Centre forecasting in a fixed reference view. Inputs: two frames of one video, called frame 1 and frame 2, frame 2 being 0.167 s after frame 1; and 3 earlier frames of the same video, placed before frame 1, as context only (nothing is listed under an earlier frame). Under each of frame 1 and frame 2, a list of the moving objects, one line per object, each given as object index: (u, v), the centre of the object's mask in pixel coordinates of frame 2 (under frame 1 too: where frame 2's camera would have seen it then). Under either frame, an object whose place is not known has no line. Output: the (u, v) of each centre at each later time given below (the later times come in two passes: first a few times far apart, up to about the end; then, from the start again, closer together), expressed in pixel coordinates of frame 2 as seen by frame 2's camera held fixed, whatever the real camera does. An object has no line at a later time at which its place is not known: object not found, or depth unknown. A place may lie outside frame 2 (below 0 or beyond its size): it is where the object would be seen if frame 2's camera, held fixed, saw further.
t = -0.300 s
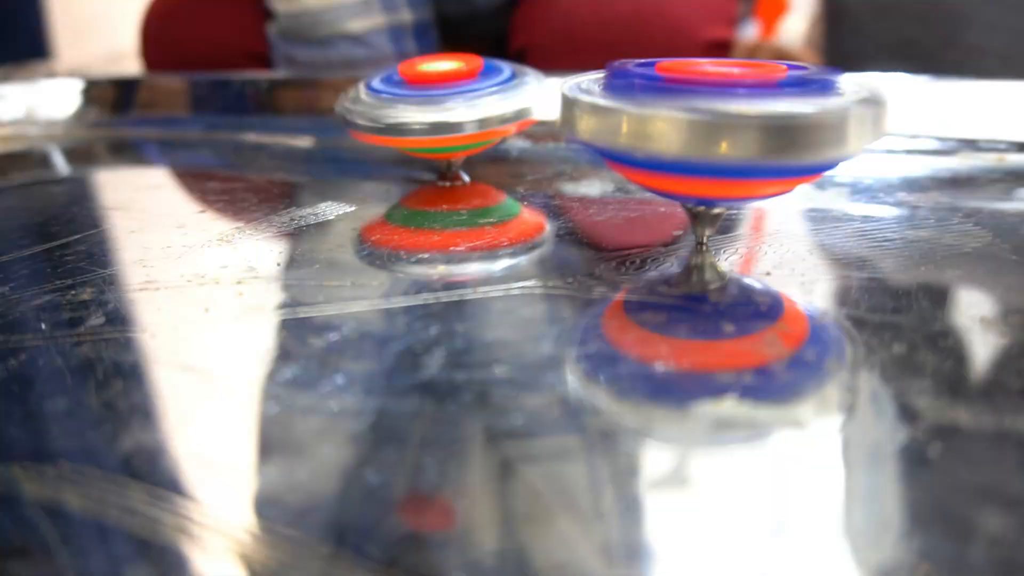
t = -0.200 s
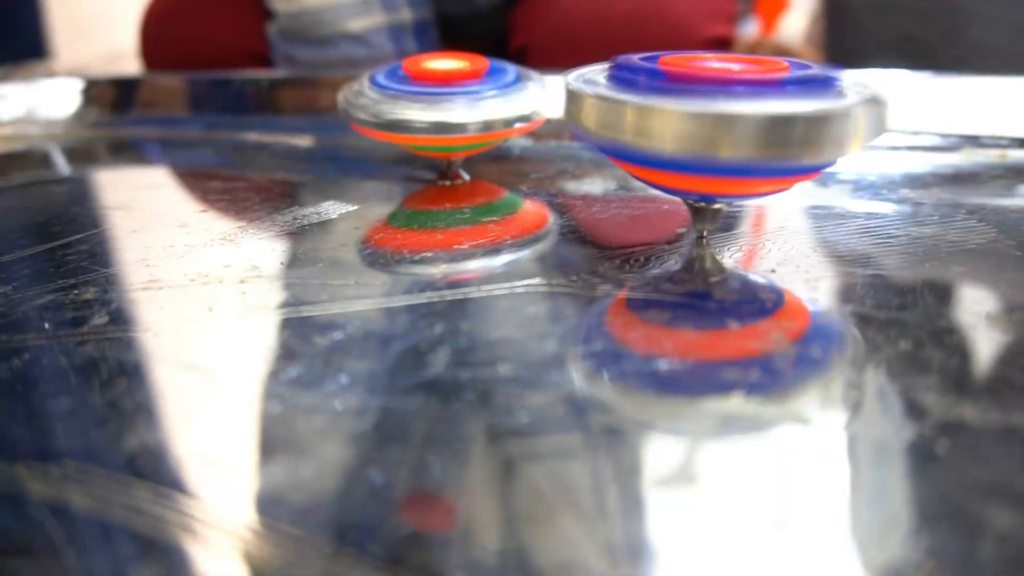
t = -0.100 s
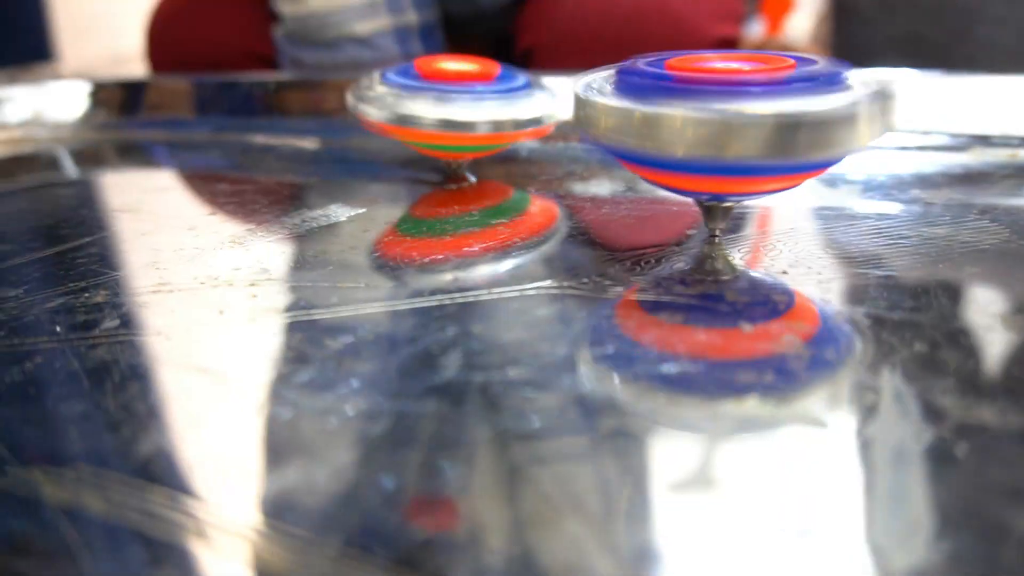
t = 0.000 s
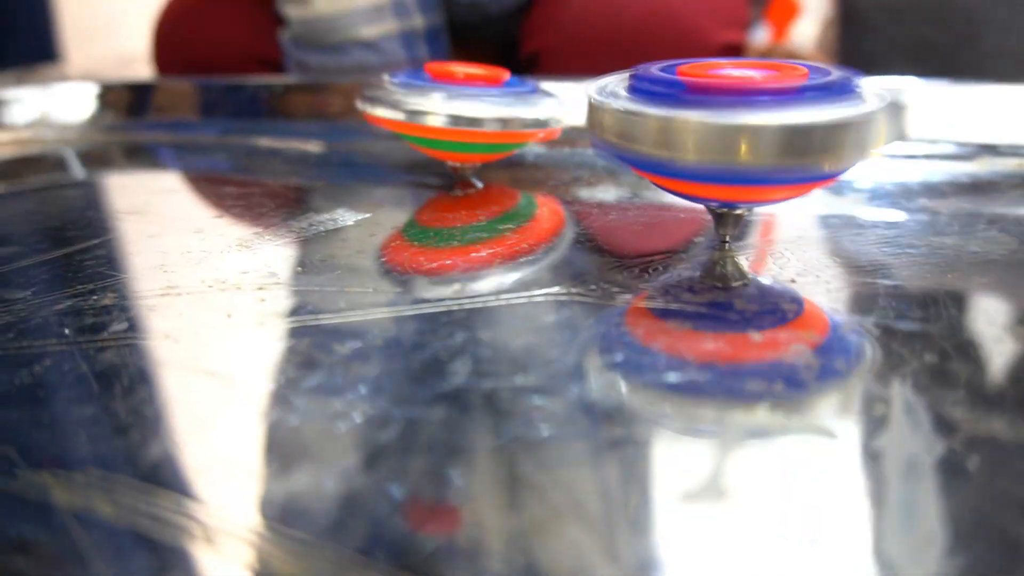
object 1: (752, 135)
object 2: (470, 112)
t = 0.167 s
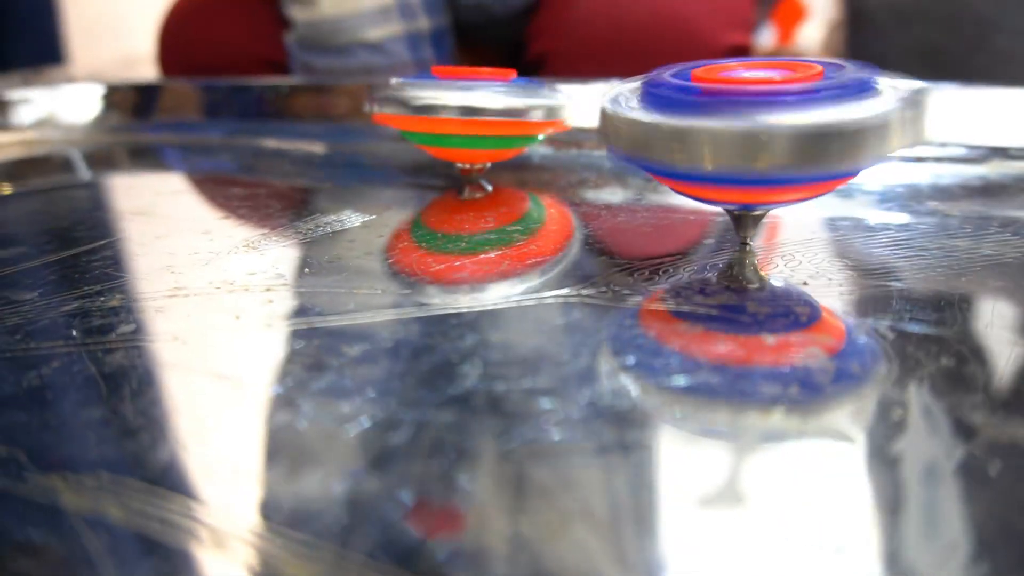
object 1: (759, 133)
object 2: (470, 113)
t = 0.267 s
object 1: (762, 135)
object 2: (470, 113)
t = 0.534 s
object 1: (762, 139)
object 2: (475, 113)
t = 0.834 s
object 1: (736, 141)
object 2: (479, 114)
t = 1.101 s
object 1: (711, 137)
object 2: (473, 113)
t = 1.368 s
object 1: (701, 133)
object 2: (472, 114)
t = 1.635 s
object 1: (705, 133)
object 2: (477, 115)
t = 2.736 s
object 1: (645, 135)
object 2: (456, 118)
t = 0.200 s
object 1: (760, 134)
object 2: (470, 113)
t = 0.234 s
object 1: (761, 134)
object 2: (471, 113)
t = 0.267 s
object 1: (762, 135)
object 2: (470, 113)
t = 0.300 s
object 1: (763, 135)
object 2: (471, 112)
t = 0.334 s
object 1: (764, 136)
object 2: (471, 113)
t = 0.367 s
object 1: (764, 136)
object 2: (471, 113)
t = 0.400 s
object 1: (765, 138)
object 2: (472, 113)
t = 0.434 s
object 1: (765, 137)
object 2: (472, 113)
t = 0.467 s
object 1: (765, 138)
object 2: (473, 113)
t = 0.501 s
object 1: (763, 138)
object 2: (474, 114)
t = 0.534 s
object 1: (762, 139)
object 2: (475, 113)
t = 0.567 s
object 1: (759, 139)
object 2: (475, 113)
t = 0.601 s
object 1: (757, 140)
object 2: (476, 113)
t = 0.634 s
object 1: (755, 140)
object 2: (477, 113)
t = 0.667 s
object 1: (753, 141)
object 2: (477, 114)
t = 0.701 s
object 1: (752, 140)
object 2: (477, 113)
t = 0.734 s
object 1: (749, 141)
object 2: (478, 113)
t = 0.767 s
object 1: (744, 141)
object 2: (480, 113)
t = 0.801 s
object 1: (740, 141)
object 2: (479, 113)
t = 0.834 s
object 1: (736, 141)
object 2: (479, 114)
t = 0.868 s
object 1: (732, 141)
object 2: (479, 113)
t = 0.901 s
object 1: (728, 141)
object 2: (477, 114)
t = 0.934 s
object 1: (724, 140)
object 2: (475, 113)
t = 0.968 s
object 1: (721, 140)
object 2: (474, 114)
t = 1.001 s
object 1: (717, 140)
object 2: (474, 113)
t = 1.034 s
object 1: (716, 139)
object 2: (474, 113)
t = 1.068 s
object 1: (713, 138)
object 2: (472, 113)
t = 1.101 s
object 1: (711, 137)
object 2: (473, 113)
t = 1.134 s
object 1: (705, 136)
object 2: (472, 113)
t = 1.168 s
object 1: (707, 136)
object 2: (473, 113)
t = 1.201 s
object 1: (704, 135)
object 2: (471, 113)
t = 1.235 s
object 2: (470, 114)
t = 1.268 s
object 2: (469, 114)
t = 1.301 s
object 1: (702, 134)
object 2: (472, 114)
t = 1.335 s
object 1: (700, 133)
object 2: (472, 114)
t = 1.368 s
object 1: (701, 133)
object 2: (472, 114)
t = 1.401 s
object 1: (700, 132)
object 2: (473, 113)
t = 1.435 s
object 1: (701, 133)
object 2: (473, 114)
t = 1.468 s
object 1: (701, 132)
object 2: (474, 114)
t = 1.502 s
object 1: (702, 133)
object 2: (474, 115)
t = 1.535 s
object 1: (703, 132)
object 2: (475, 115)
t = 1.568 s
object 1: (702, 132)
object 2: (476, 115)
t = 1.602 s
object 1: (704, 133)
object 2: (476, 116)
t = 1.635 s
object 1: (705, 133)
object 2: (477, 115)
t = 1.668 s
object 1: (705, 133)
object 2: (479, 115)
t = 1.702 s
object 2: (480, 115)
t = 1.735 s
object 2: (480, 115)
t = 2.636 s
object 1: (649, 136)
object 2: (459, 118)
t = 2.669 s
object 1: (648, 136)
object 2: (459, 117)
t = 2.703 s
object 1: (645, 136)
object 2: (457, 120)
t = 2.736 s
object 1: (645, 135)
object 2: (456, 118)
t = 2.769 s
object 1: (643, 133)
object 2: (457, 117)
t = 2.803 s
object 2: (459, 117)
